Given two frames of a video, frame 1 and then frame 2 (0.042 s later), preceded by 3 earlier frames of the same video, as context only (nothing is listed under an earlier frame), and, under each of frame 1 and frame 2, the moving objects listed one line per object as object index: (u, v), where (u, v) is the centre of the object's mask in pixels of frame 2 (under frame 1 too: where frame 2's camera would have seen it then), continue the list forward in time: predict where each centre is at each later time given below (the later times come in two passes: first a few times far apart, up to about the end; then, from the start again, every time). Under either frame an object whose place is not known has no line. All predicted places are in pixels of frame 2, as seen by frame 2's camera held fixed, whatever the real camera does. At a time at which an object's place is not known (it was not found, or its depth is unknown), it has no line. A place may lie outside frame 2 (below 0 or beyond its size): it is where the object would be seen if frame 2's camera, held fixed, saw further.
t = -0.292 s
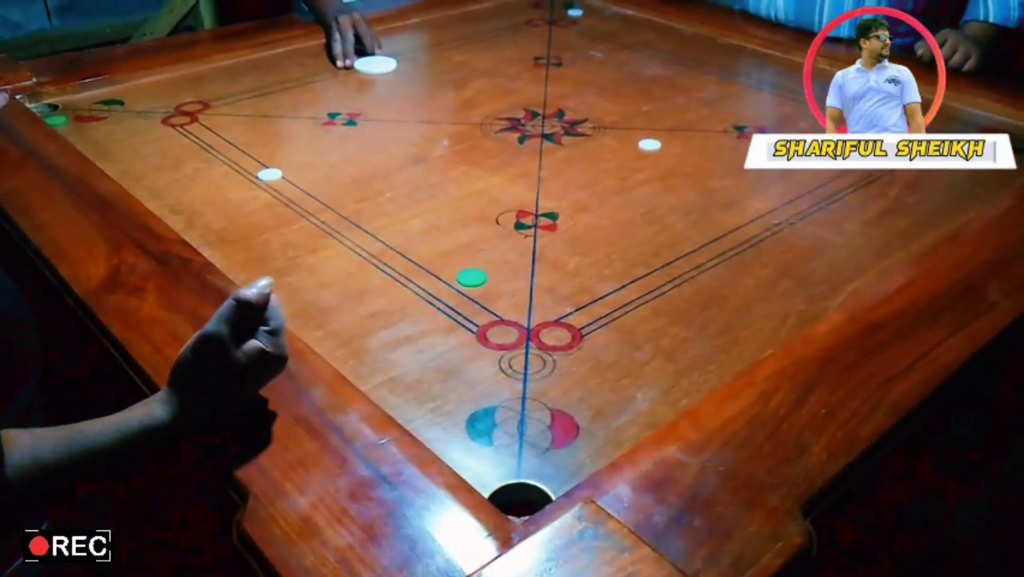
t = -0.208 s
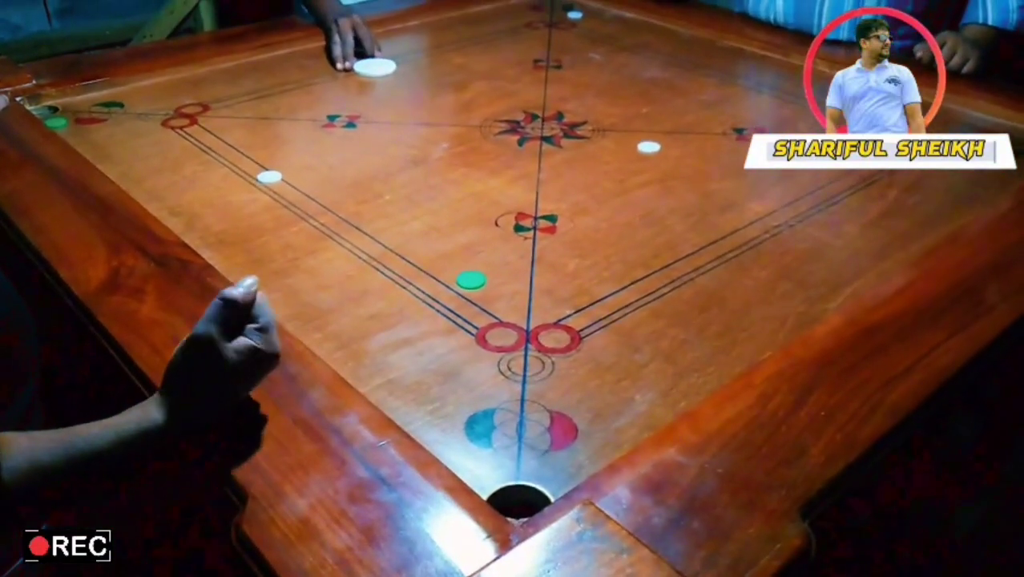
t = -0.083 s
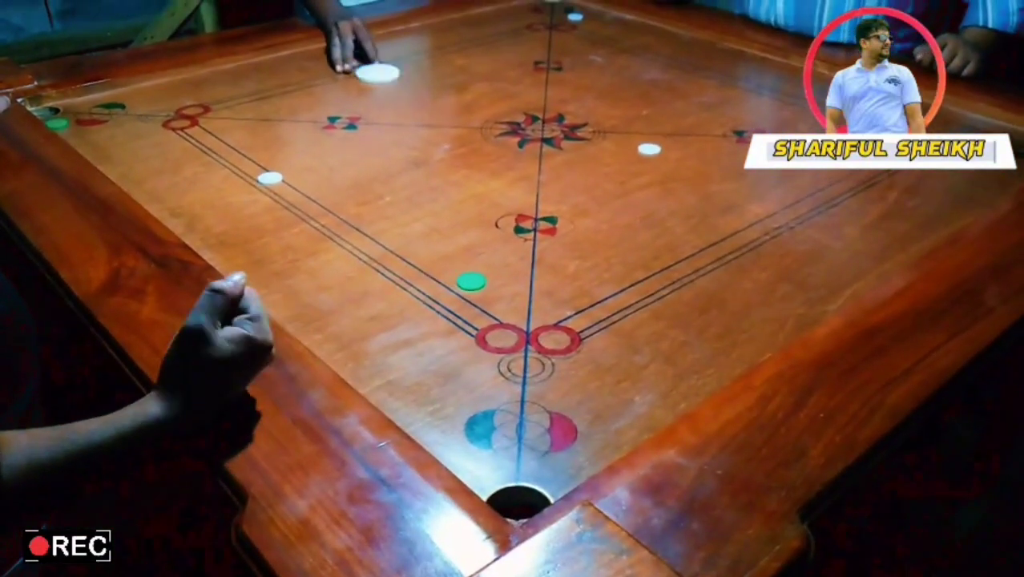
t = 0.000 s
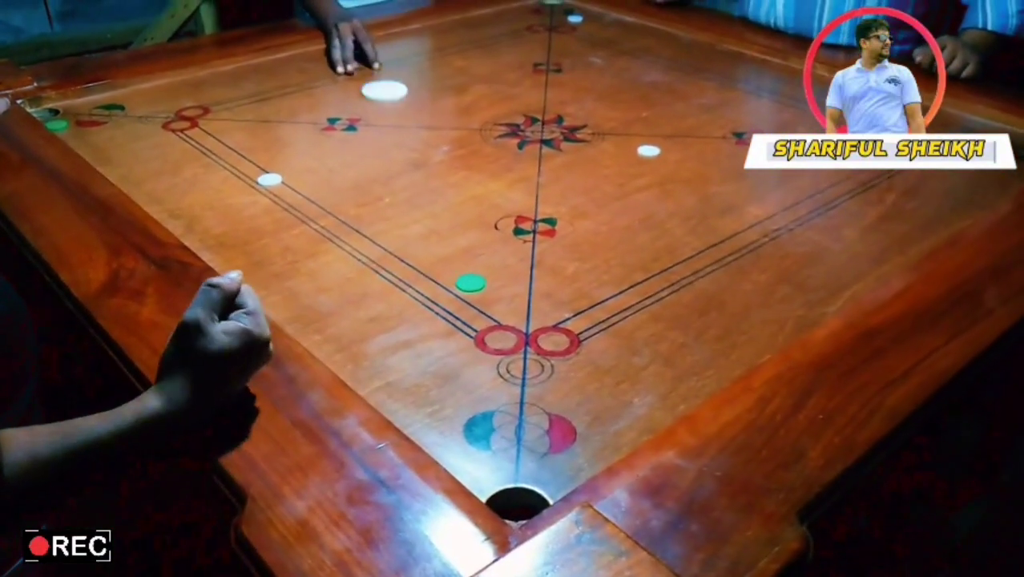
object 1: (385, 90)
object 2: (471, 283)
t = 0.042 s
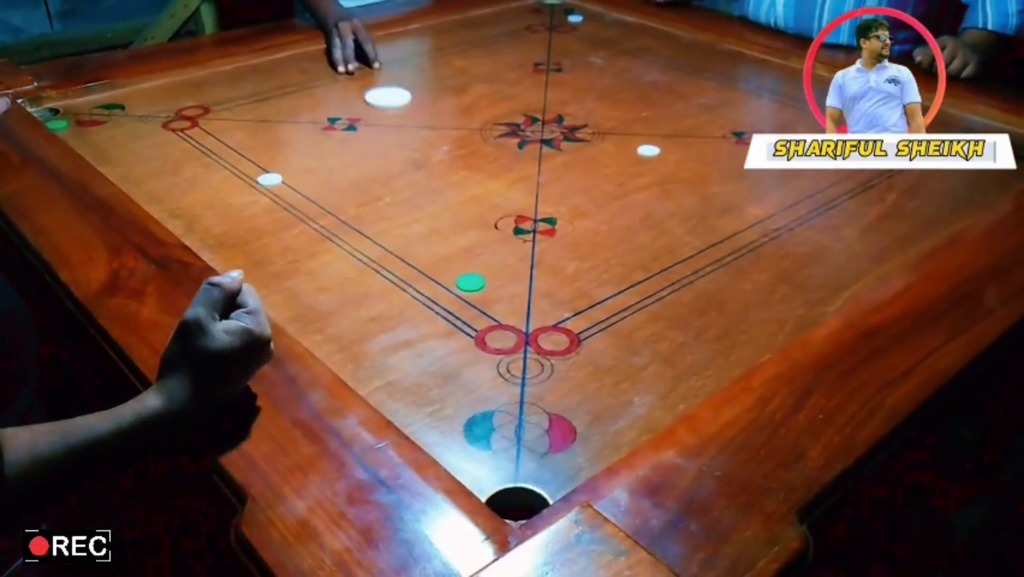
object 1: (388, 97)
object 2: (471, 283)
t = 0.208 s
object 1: (404, 133)
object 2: (470, 283)
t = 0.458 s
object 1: (435, 200)
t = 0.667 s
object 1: (468, 270)
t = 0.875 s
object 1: (502, 340)
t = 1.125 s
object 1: (553, 448)
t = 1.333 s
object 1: (474, 436)
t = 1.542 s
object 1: (418, 400)
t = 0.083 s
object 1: (393, 107)
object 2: (470, 283)
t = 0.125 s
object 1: (396, 114)
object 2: (471, 283)
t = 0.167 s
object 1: (401, 126)
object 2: (471, 283)
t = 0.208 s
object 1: (404, 133)
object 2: (470, 283)
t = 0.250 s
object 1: (410, 145)
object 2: (471, 283)
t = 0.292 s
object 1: (414, 154)
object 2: (470, 283)
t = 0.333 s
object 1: (420, 167)
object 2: (470, 283)
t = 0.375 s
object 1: (424, 176)
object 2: (470, 283)
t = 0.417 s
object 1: (431, 190)
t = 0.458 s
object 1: (435, 200)
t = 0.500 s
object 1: (442, 215)
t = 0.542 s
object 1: (447, 225)
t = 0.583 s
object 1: (455, 242)
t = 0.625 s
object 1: (460, 253)
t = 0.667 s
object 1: (468, 270)
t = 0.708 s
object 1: (473, 281)
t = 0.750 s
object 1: (482, 297)
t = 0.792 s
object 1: (487, 309)
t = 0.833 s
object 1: (496, 328)
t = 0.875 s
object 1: (502, 340)
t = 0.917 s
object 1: (512, 360)
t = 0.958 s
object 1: (518, 373)
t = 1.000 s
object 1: (529, 394)
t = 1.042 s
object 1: (536, 409)
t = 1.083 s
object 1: (546, 432)
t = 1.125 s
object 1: (553, 448)
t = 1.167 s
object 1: (551, 461)
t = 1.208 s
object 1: (535, 456)
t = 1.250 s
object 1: (511, 449)
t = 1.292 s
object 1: (496, 443)
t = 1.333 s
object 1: (474, 436)
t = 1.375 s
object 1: (461, 431)
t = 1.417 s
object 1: (443, 423)
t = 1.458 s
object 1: (432, 417)
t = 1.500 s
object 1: (423, 407)
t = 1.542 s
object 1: (418, 400)
